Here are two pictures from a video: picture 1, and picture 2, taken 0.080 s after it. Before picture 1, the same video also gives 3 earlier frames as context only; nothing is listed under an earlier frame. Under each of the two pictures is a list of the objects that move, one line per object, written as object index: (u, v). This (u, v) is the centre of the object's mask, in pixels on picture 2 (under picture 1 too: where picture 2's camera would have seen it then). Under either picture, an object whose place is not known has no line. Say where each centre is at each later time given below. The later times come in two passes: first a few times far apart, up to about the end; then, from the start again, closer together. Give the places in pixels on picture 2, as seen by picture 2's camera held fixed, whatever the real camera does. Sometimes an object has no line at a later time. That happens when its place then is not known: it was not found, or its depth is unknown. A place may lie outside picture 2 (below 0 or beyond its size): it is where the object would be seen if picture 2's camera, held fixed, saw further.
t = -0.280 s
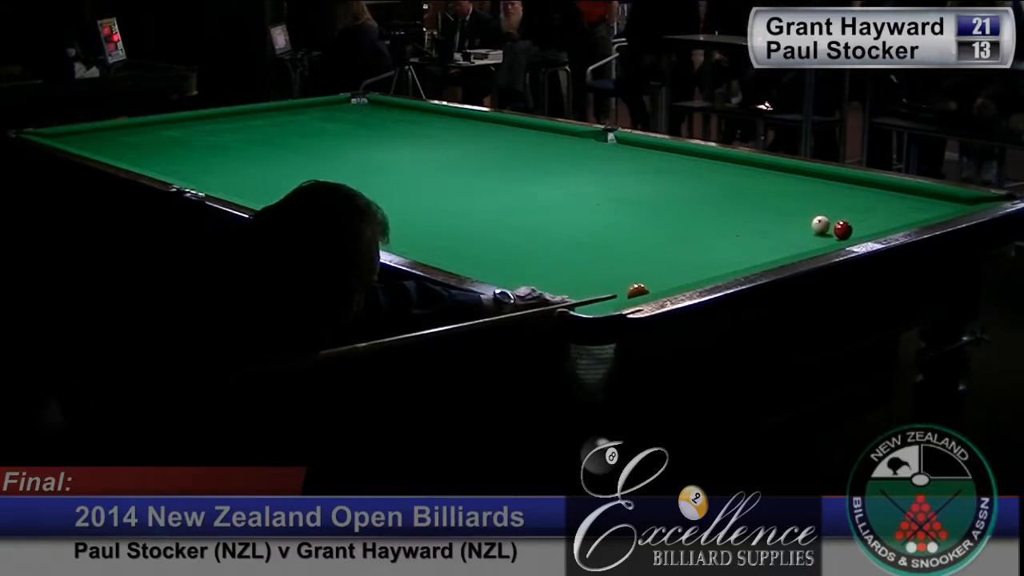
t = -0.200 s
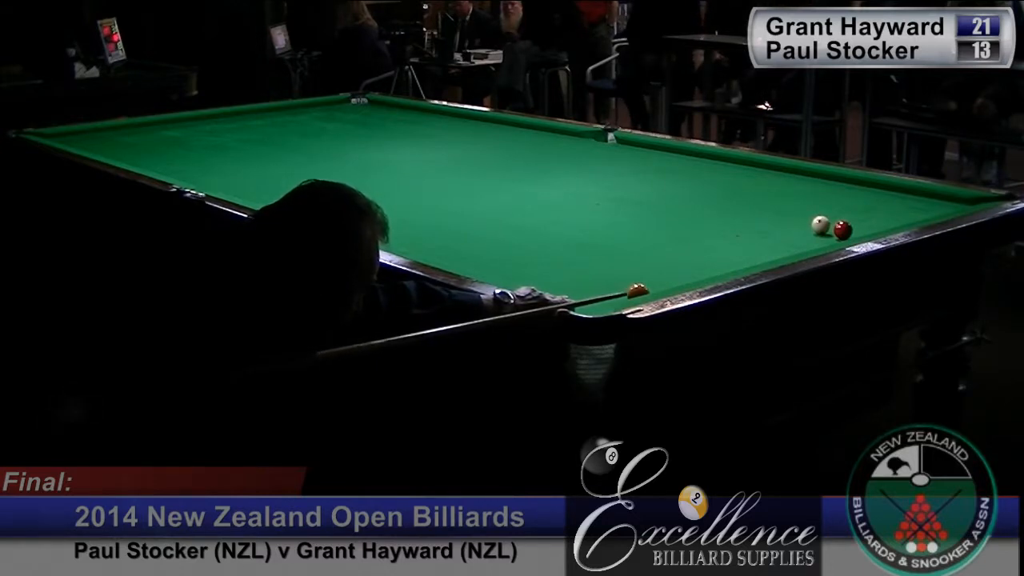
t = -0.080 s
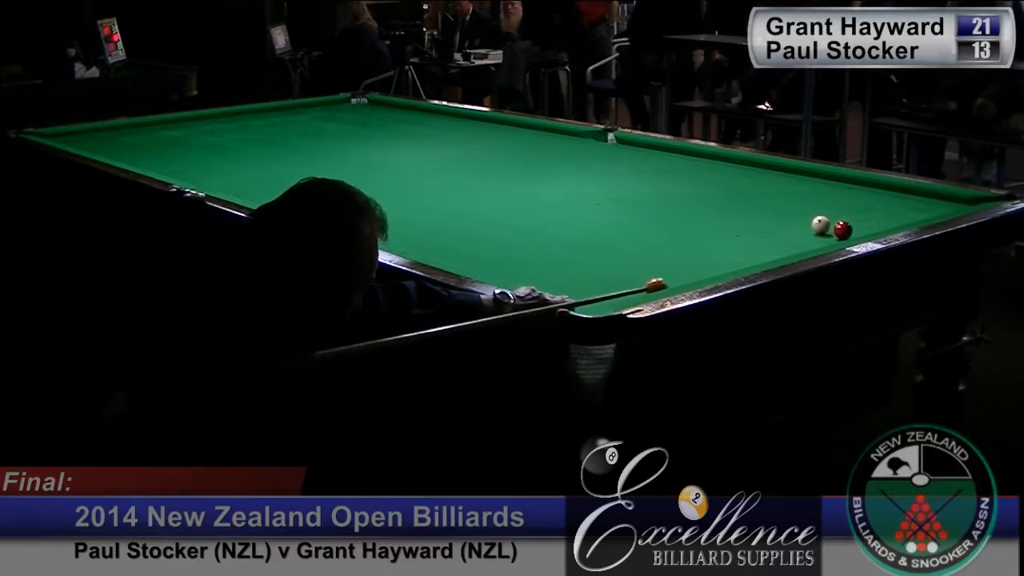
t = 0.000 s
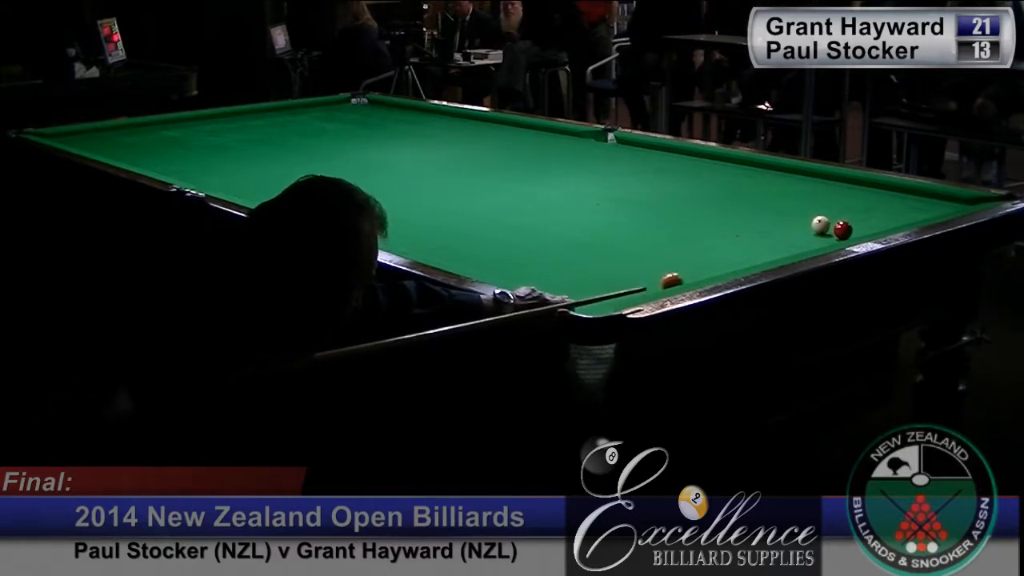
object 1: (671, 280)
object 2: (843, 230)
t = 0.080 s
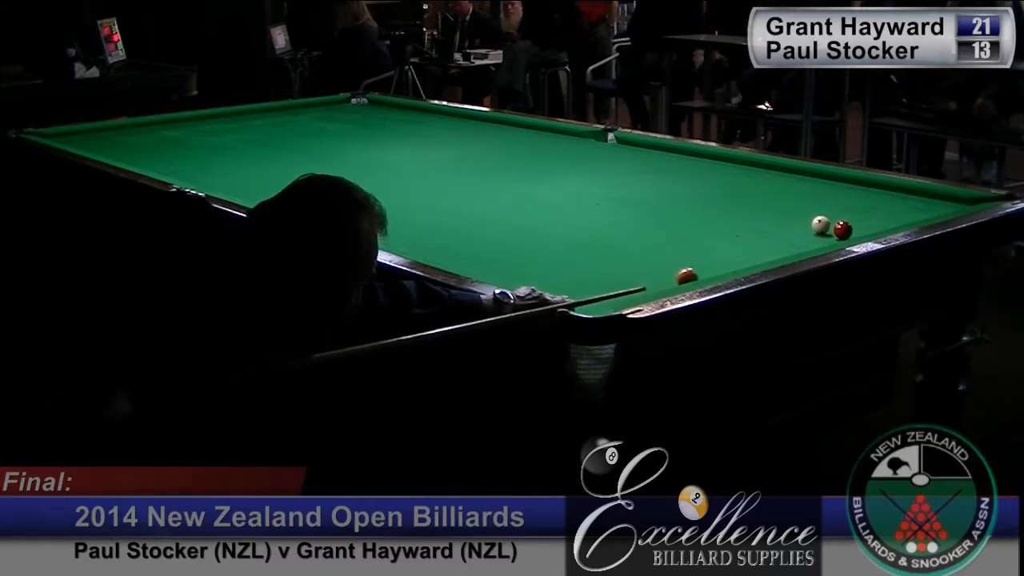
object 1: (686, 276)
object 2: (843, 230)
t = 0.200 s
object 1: (708, 269)
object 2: (843, 230)
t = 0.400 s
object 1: (740, 259)
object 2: (843, 230)
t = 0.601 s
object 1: (770, 250)
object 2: (843, 230)
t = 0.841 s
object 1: (802, 240)
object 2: (843, 230)
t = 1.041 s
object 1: (826, 233)
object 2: (843, 230)
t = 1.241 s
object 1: (825, 229)
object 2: (865, 226)
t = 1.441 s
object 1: (826, 228)
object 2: (884, 223)
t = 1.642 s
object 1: (827, 228)
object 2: (901, 220)
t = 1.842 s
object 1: (826, 228)
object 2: (917, 217)
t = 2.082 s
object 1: (826, 228)
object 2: (924, 214)
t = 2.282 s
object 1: (826, 228)
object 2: (930, 212)
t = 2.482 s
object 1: (826, 228)
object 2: (935, 210)
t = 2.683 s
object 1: (827, 228)
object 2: (939, 209)
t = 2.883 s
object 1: (827, 228)
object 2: (943, 207)
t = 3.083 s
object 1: (827, 228)
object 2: (947, 206)
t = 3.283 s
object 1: (827, 228)
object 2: (951, 205)
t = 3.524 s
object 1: (827, 228)
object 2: (954, 203)
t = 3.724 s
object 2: (955, 202)
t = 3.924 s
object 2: (958, 202)
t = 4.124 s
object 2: (959, 201)
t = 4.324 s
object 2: (960, 201)
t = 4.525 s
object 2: (961, 201)
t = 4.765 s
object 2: (961, 200)
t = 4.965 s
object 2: (961, 200)
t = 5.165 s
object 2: (962, 201)
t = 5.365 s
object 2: (962, 200)
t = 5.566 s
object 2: (962, 201)
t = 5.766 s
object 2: (962, 201)
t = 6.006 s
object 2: (962, 201)
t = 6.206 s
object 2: (962, 201)
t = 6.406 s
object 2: (962, 201)
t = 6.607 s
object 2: (962, 201)
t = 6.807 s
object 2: (962, 201)
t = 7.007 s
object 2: (962, 201)
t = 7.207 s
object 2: (962, 201)
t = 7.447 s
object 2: (961, 201)
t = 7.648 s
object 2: (962, 201)
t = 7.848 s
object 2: (962, 201)
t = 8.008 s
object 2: (961, 201)
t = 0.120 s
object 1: (693, 274)
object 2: (843, 230)
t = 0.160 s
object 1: (700, 271)
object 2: (843, 230)
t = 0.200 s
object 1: (708, 269)
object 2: (843, 230)
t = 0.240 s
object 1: (714, 267)
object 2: (843, 230)
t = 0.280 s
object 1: (721, 265)
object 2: (843, 230)
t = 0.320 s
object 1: (727, 263)
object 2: (843, 230)
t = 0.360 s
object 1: (734, 261)
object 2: (843, 230)
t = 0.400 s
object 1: (740, 259)
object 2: (843, 230)
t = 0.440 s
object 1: (746, 257)
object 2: (843, 230)
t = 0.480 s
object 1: (752, 255)
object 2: (843, 230)
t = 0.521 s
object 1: (759, 254)
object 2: (843, 230)
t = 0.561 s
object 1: (764, 252)
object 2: (843, 230)
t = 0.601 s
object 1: (770, 250)
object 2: (843, 230)
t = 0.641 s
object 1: (776, 248)
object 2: (843, 230)
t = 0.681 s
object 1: (781, 247)
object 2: (843, 230)
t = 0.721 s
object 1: (786, 245)
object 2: (843, 230)
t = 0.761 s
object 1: (792, 243)
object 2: (843, 230)
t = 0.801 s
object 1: (797, 242)
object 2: (843, 230)
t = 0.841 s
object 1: (802, 240)
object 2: (843, 230)
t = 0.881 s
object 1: (807, 239)
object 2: (843, 230)
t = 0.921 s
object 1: (812, 237)
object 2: (843, 230)
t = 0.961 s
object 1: (817, 236)
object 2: (843, 230)
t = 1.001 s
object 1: (822, 234)
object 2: (843, 230)
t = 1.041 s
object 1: (826, 233)
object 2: (843, 230)
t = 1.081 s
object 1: (826, 232)
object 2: (848, 229)
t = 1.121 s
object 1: (825, 231)
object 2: (853, 228)
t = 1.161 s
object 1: (825, 230)
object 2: (857, 228)
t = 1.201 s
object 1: (825, 230)
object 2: (861, 227)
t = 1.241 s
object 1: (825, 229)
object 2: (865, 226)
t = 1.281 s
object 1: (825, 229)
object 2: (869, 226)
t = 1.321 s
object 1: (825, 229)
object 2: (872, 225)
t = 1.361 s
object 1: (825, 228)
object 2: (876, 224)
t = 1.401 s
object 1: (826, 228)
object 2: (880, 224)
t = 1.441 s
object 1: (826, 228)
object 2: (884, 223)
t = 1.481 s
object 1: (826, 228)
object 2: (887, 222)
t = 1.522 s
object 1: (826, 228)
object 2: (891, 222)
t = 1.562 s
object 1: (827, 228)
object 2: (895, 221)
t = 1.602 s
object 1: (826, 228)
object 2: (898, 221)
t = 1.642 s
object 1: (827, 228)
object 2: (901, 220)
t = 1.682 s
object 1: (826, 228)
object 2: (905, 219)
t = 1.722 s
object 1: (826, 228)
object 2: (908, 219)
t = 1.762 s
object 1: (826, 228)
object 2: (911, 218)
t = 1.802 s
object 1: (826, 228)
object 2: (914, 217)
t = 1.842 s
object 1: (826, 228)
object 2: (917, 217)
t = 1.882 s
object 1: (826, 228)
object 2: (918, 216)
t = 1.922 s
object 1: (826, 228)
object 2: (919, 216)
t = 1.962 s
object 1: (827, 228)
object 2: (921, 215)
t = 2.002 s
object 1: (827, 228)
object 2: (922, 215)
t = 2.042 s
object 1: (826, 228)
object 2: (923, 215)
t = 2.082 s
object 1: (826, 228)
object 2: (924, 214)
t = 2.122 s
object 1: (826, 228)
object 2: (925, 214)
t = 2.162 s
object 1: (826, 228)
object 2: (926, 214)
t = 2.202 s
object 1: (827, 228)
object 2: (927, 213)
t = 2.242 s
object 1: (827, 228)
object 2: (928, 213)
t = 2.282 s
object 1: (826, 228)
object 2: (930, 212)
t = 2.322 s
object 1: (826, 228)
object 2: (931, 212)
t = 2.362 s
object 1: (826, 228)
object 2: (932, 212)
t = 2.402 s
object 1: (826, 228)
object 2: (933, 211)
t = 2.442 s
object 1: (827, 228)
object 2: (933, 211)
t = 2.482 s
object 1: (826, 228)
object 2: (935, 210)
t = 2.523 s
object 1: (826, 228)
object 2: (935, 210)
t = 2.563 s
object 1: (826, 228)
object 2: (936, 210)
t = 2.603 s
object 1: (827, 228)
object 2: (937, 210)
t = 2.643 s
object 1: (827, 228)
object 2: (938, 210)
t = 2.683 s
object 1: (827, 228)
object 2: (939, 209)
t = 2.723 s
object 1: (827, 228)
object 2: (940, 209)
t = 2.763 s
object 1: (826, 228)
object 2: (940, 208)
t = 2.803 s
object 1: (827, 228)
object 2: (942, 208)
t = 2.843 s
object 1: (827, 228)
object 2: (942, 207)
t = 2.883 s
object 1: (827, 228)
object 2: (943, 207)
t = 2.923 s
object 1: (827, 228)
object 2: (944, 207)
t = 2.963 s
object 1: (827, 228)
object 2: (945, 206)
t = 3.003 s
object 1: (827, 228)
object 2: (945, 206)
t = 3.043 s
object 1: (827, 228)
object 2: (946, 206)
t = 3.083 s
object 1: (827, 228)
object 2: (947, 206)
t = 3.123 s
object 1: (827, 228)
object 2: (948, 205)
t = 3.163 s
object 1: (827, 228)
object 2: (948, 205)
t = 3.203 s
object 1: (827, 228)
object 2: (949, 205)
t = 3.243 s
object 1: (827, 228)
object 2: (950, 205)
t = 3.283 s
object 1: (827, 228)
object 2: (951, 205)
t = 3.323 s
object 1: (827, 228)
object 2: (951, 204)
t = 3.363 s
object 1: (827, 228)
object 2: (952, 204)
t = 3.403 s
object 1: (827, 228)
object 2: (952, 204)
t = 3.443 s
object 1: (827, 228)
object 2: (953, 203)
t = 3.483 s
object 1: (827, 228)
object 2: (953, 204)
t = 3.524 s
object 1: (827, 228)
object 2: (954, 203)
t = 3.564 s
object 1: (827, 228)
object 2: (954, 203)
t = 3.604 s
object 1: (827, 228)
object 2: (954, 203)
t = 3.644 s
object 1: (827, 228)
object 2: (955, 203)
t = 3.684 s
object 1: (827, 228)
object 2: (955, 202)
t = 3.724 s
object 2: (955, 202)
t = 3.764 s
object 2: (956, 202)
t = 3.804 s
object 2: (956, 202)
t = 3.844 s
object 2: (956, 202)
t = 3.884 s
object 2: (958, 202)
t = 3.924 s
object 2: (958, 202)
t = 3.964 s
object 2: (958, 202)
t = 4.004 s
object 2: (959, 202)
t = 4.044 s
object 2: (959, 202)
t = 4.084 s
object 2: (959, 202)
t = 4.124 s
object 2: (959, 201)
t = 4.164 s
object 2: (960, 201)
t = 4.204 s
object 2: (960, 201)
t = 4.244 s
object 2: (960, 201)
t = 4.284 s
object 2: (960, 201)
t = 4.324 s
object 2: (960, 201)
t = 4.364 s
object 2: (961, 201)
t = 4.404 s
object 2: (961, 201)
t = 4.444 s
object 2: (961, 201)
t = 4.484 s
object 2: (961, 200)
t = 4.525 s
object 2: (961, 201)
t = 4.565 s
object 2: (961, 201)
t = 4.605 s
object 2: (962, 201)
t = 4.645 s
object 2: (961, 201)
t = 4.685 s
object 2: (962, 201)
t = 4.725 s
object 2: (962, 200)
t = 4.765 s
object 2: (961, 200)
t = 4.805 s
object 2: (961, 201)
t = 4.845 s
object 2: (961, 201)
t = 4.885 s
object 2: (961, 201)
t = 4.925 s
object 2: (961, 201)
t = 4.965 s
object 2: (961, 200)
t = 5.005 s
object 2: (961, 200)
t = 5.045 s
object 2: (961, 201)
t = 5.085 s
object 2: (961, 201)
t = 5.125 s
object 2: (961, 201)
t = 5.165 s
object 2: (962, 201)
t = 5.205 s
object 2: (962, 200)
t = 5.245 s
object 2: (961, 200)
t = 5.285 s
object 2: (961, 201)
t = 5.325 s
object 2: (961, 201)
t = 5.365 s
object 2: (962, 200)
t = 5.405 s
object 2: (961, 201)
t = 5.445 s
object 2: (962, 201)
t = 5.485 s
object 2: (961, 201)
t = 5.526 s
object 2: (961, 201)
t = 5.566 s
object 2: (962, 201)
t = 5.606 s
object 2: (961, 201)
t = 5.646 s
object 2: (961, 201)
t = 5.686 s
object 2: (962, 201)
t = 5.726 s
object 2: (962, 201)
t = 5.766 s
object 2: (962, 201)
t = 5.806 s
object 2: (961, 201)
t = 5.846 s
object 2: (962, 201)
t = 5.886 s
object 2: (962, 201)
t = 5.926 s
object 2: (962, 201)
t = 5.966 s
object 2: (962, 201)
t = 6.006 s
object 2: (962, 201)
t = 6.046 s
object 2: (962, 201)
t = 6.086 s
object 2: (962, 201)
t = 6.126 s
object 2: (962, 201)
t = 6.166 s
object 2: (962, 201)
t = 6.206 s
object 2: (962, 201)
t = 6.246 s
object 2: (962, 201)
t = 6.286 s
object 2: (962, 201)
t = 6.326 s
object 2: (962, 201)
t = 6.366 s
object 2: (962, 201)
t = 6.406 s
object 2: (962, 201)
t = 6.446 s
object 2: (962, 201)
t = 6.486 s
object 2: (962, 201)
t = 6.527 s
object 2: (962, 201)
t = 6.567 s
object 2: (962, 201)
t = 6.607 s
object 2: (962, 201)
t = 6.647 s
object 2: (962, 201)
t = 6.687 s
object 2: (961, 201)
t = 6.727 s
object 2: (962, 201)
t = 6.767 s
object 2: (961, 201)
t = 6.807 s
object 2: (962, 201)
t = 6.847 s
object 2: (961, 201)
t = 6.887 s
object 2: (962, 201)
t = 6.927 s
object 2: (962, 201)
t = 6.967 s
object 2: (962, 201)
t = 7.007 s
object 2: (962, 201)
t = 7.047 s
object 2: (962, 201)
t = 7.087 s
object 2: (962, 201)
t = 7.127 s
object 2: (962, 201)
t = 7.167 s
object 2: (962, 201)
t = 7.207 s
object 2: (962, 201)
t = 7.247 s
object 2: (961, 201)
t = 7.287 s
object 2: (962, 201)
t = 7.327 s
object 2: (962, 201)
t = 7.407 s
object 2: (962, 201)
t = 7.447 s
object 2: (961, 201)
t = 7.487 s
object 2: (962, 201)
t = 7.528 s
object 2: (961, 201)
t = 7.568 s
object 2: (962, 201)
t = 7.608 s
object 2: (962, 201)
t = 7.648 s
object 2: (962, 201)
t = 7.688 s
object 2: (962, 201)
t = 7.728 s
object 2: (962, 201)
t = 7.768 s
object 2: (962, 201)
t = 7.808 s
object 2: (962, 201)
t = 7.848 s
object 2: (962, 201)
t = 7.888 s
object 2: (962, 201)
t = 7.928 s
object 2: (961, 201)
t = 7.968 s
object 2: (962, 201)
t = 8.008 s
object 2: (961, 201)
